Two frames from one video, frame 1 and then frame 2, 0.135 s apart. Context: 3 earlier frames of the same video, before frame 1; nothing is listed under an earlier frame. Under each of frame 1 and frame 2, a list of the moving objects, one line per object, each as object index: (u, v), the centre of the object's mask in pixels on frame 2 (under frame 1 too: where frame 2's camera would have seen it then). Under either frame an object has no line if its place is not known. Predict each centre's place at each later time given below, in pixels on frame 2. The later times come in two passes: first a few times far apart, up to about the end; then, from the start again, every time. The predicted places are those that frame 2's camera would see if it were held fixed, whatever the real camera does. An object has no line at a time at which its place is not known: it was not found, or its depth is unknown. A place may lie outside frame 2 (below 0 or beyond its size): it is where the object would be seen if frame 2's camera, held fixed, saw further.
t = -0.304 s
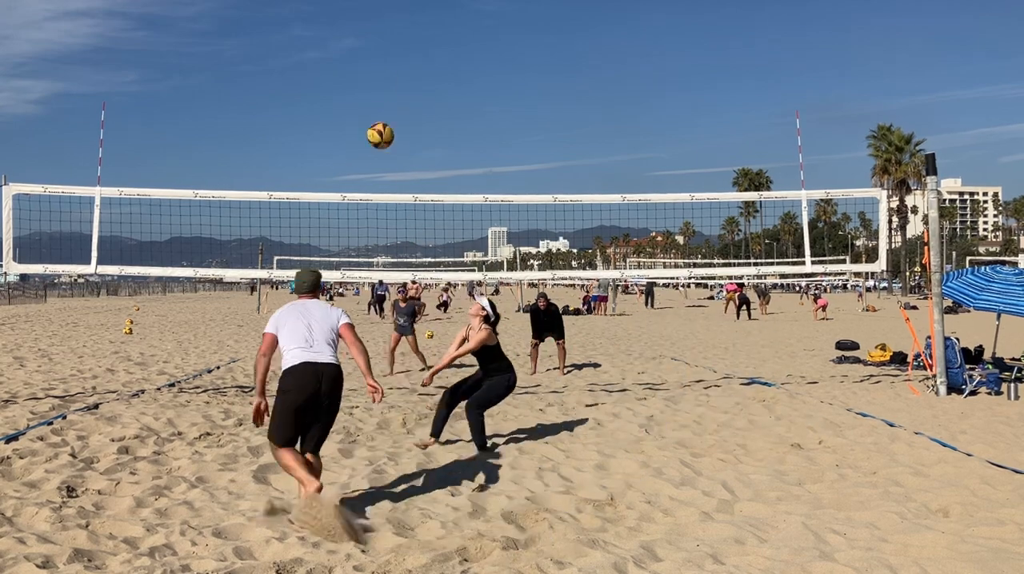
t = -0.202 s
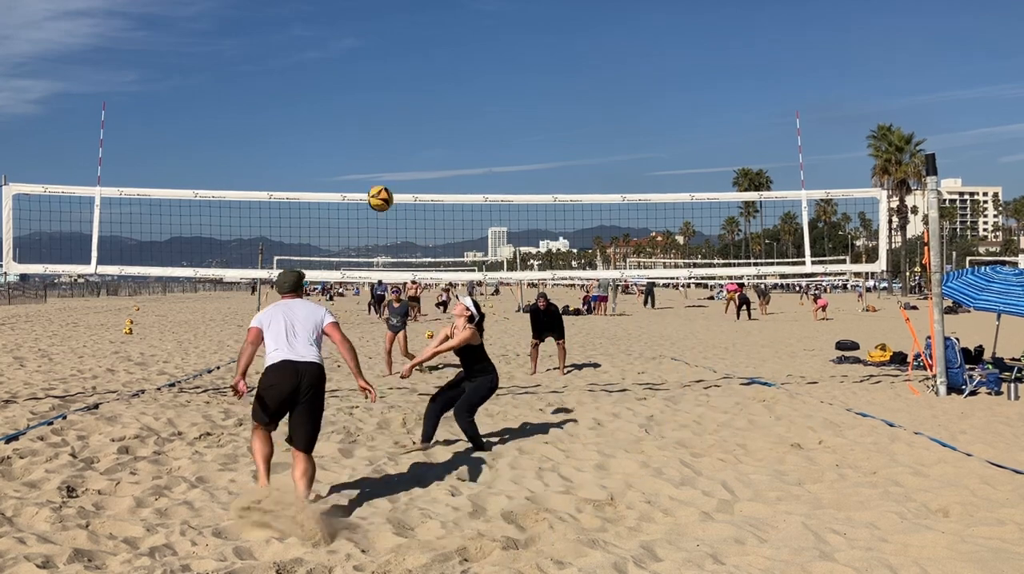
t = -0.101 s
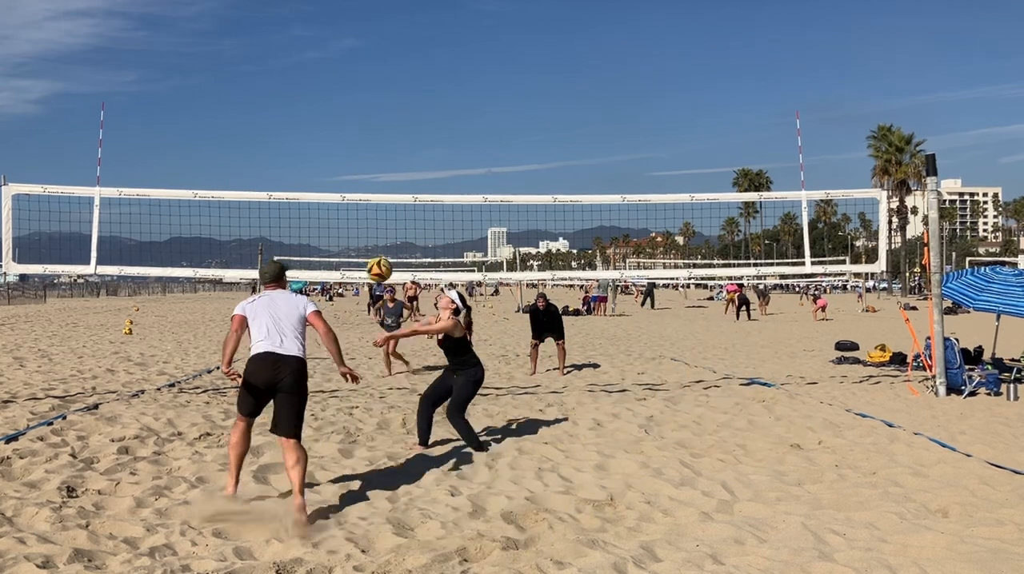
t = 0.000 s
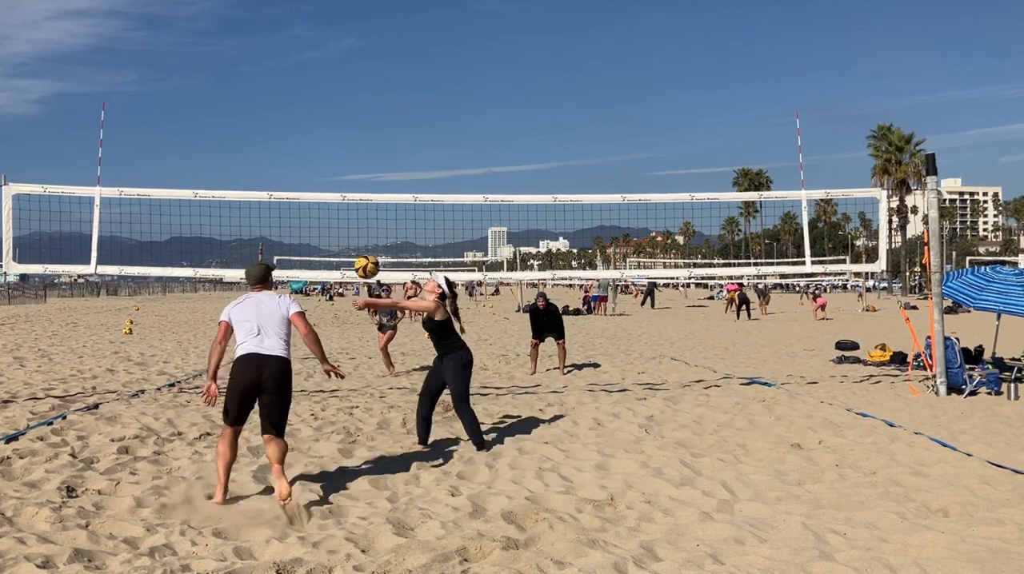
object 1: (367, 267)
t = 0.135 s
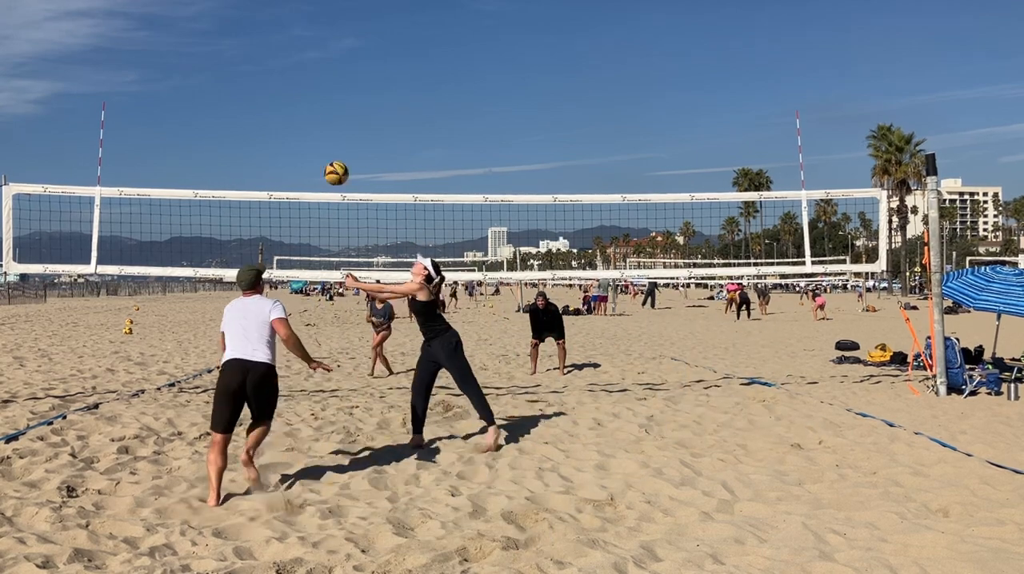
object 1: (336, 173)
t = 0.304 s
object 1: (303, 91)
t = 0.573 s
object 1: (260, 31)
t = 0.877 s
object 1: (222, 55)
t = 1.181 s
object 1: (194, 157)
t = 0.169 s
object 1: (329, 154)
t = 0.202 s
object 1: (322, 136)
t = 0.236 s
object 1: (316, 119)
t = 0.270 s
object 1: (309, 105)
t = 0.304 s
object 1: (303, 91)
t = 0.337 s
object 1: (297, 78)
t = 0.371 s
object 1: (291, 68)
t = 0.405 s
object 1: (286, 58)
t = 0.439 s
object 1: (281, 50)
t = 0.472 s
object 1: (275, 43)
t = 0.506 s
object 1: (270, 38)
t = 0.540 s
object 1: (265, 33)
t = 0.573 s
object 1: (260, 31)
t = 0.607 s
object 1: (255, 29)
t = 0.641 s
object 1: (251, 28)
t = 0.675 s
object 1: (247, 28)
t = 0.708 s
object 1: (242, 30)
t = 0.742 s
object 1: (238, 33)
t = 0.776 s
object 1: (234, 37)
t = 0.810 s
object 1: (230, 42)
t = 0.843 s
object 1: (226, 48)
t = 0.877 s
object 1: (222, 55)
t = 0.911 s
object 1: (219, 63)
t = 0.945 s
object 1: (216, 71)
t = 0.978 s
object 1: (212, 81)
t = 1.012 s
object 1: (209, 92)
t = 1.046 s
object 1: (206, 103)
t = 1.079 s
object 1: (203, 116)
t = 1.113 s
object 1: (200, 129)
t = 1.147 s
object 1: (196, 143)
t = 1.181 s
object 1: (194, 157)
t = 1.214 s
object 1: (191, 173)
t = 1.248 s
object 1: (189, 186)
